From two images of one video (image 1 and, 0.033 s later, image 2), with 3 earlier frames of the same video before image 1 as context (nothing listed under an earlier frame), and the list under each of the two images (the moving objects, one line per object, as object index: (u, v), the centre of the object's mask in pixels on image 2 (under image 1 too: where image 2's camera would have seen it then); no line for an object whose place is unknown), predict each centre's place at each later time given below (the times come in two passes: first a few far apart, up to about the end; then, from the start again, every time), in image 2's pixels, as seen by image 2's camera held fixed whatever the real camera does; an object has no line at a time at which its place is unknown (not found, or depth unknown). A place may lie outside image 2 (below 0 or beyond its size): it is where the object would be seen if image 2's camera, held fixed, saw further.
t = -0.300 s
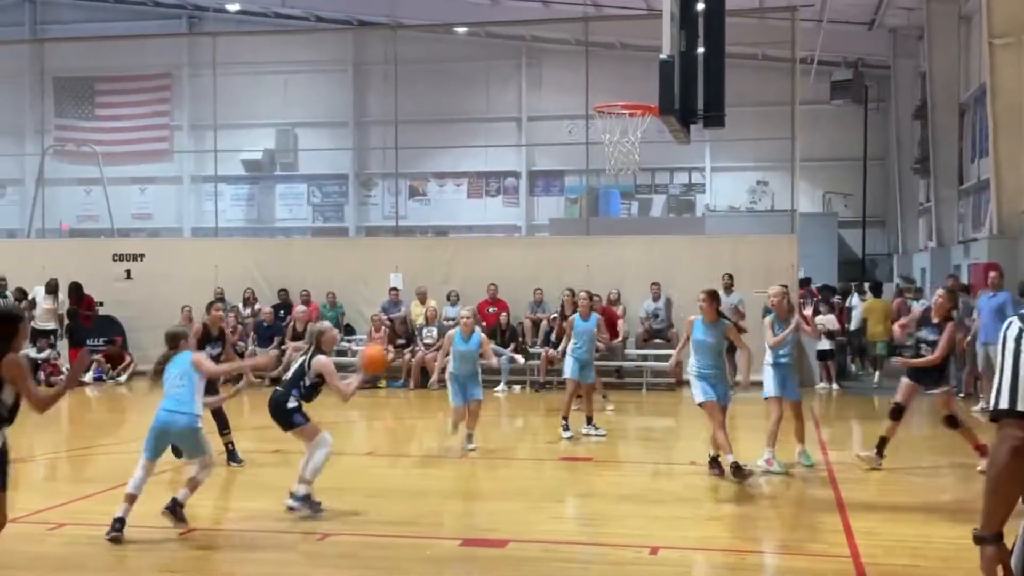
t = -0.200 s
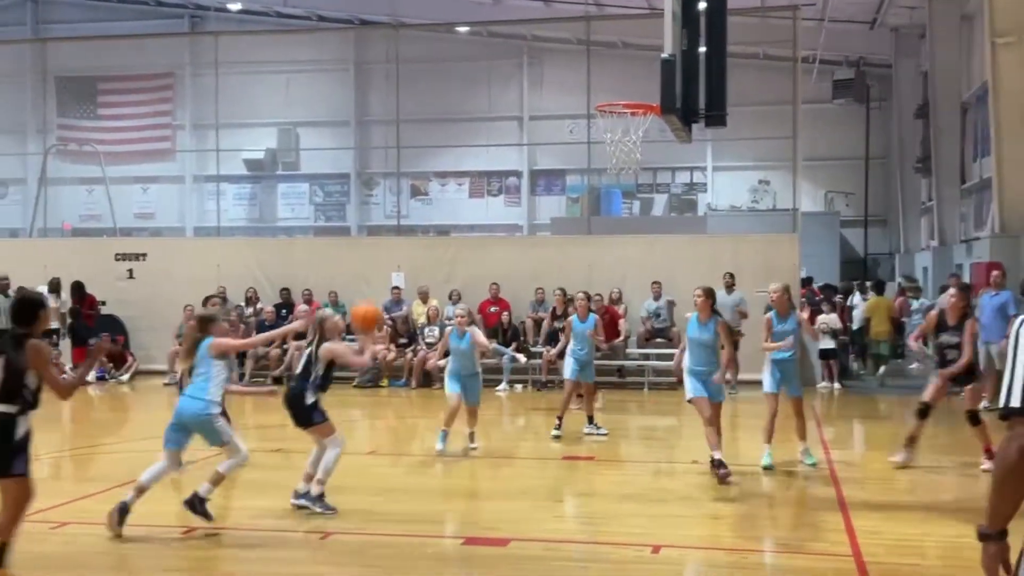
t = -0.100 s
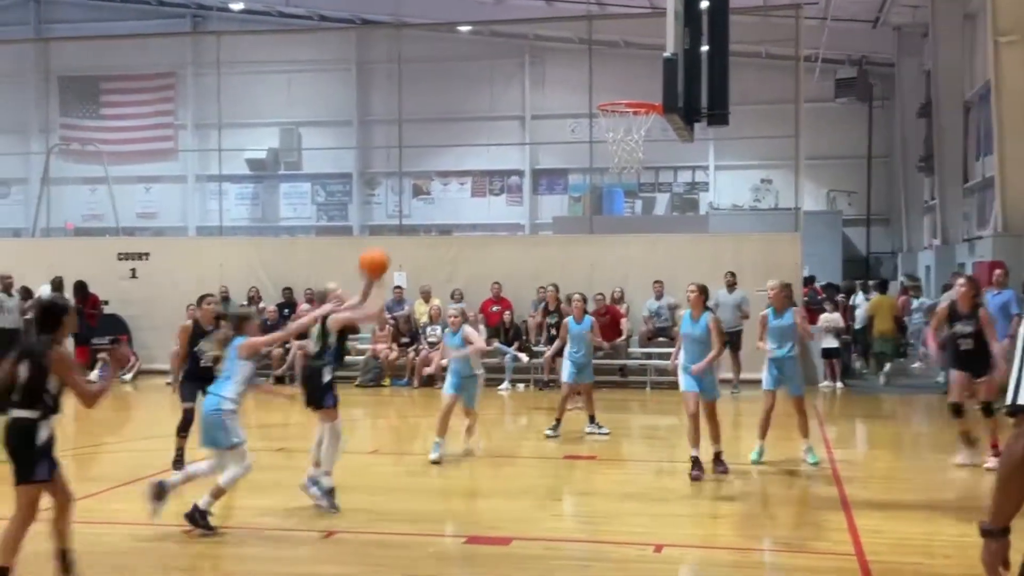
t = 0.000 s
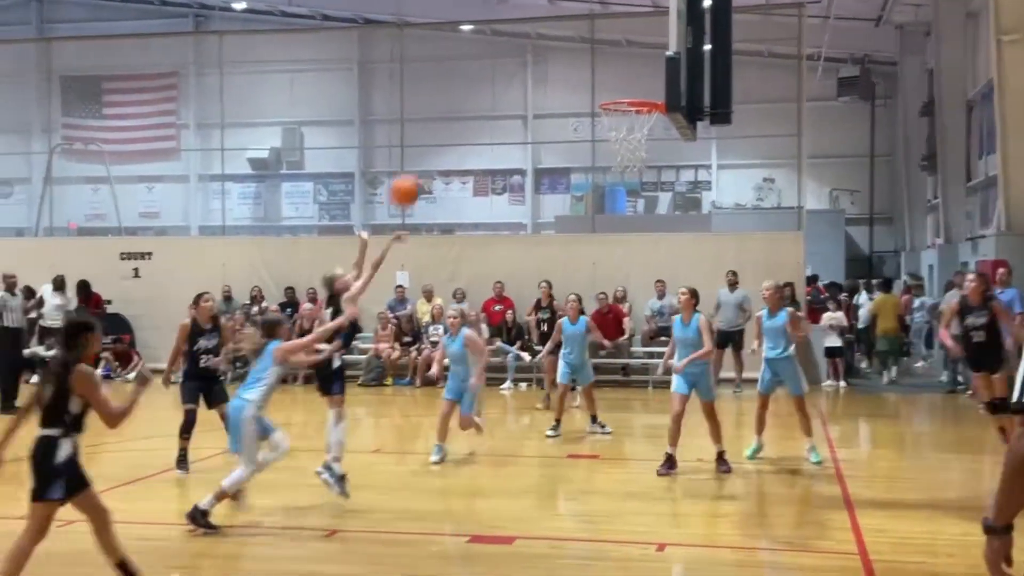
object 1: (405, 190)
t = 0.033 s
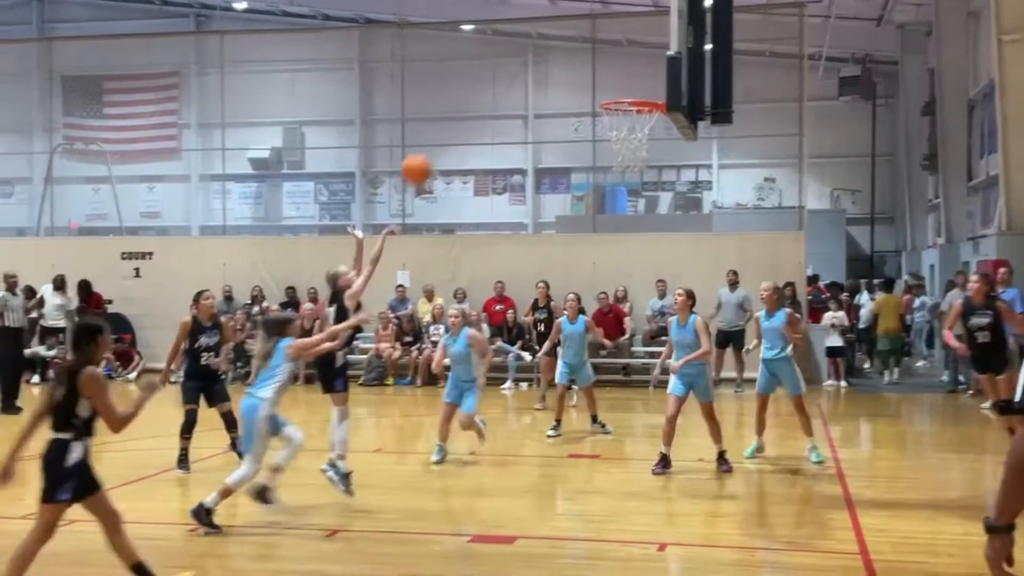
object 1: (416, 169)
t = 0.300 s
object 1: (495, 53)
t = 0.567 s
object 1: (571, 31)
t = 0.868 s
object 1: (643, 110)
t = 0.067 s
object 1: (425, 149)
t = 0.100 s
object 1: (436, 131)
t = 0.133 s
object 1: (446, 114)
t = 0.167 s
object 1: (456, 99)
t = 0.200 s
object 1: (466, 85)
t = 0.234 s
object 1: (476, 73)
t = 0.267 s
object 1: (485, 63)
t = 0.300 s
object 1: (495, 53)
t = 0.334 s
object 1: (505, 45)
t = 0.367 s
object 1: (514, 39)
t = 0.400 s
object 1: (524, 34)
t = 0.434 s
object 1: (534, 31)
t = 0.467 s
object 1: (543, 29)
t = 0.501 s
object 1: (552, 29)
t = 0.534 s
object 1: (562, 29)
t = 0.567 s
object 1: (571, 31)
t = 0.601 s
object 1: (580, 35)
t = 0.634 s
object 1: (589, 40)
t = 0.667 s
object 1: (599, 47)
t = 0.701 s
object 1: (608, 55)
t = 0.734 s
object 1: (616, 63)
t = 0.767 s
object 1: (627, 74)
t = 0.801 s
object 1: (636, 85)
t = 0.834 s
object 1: (645, 94)
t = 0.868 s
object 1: (643, 110)
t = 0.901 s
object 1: (637, 119)
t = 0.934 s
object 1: (629, 131)
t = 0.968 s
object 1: (621, 141)
